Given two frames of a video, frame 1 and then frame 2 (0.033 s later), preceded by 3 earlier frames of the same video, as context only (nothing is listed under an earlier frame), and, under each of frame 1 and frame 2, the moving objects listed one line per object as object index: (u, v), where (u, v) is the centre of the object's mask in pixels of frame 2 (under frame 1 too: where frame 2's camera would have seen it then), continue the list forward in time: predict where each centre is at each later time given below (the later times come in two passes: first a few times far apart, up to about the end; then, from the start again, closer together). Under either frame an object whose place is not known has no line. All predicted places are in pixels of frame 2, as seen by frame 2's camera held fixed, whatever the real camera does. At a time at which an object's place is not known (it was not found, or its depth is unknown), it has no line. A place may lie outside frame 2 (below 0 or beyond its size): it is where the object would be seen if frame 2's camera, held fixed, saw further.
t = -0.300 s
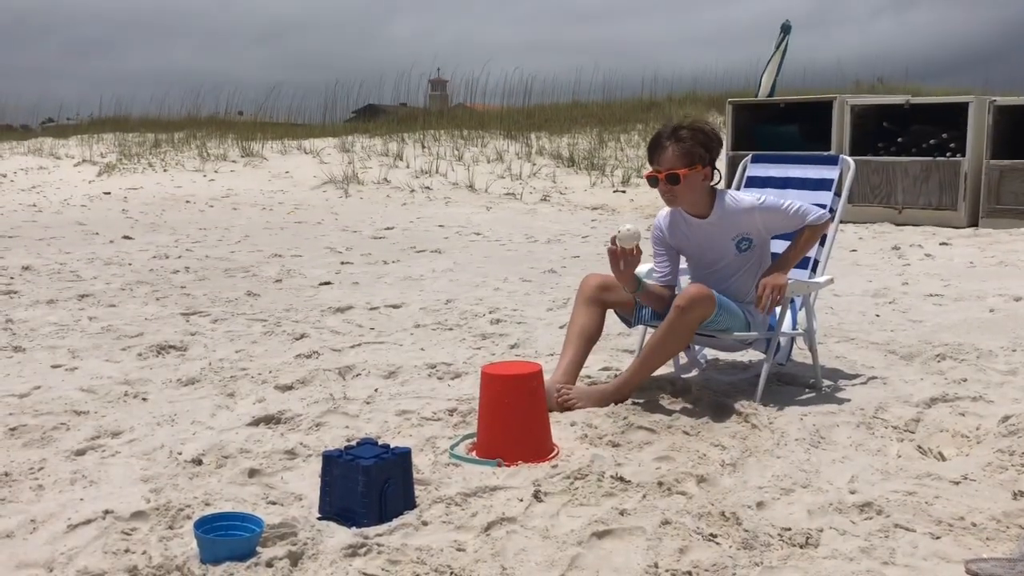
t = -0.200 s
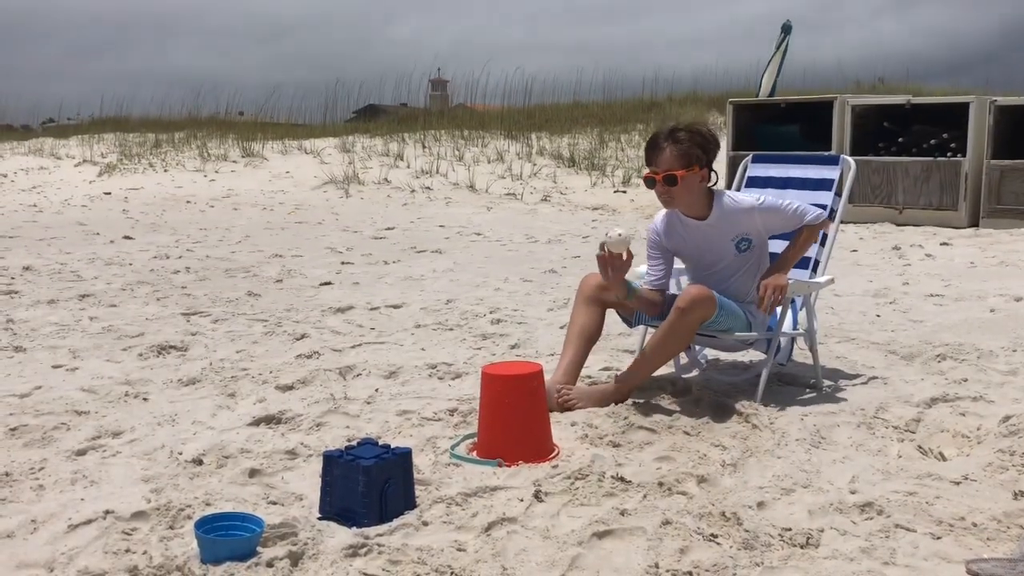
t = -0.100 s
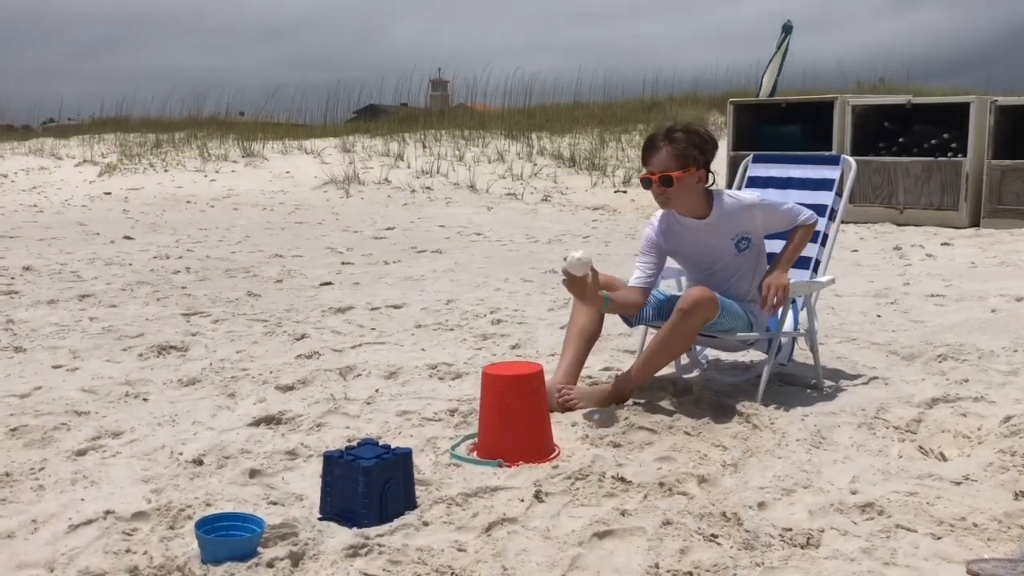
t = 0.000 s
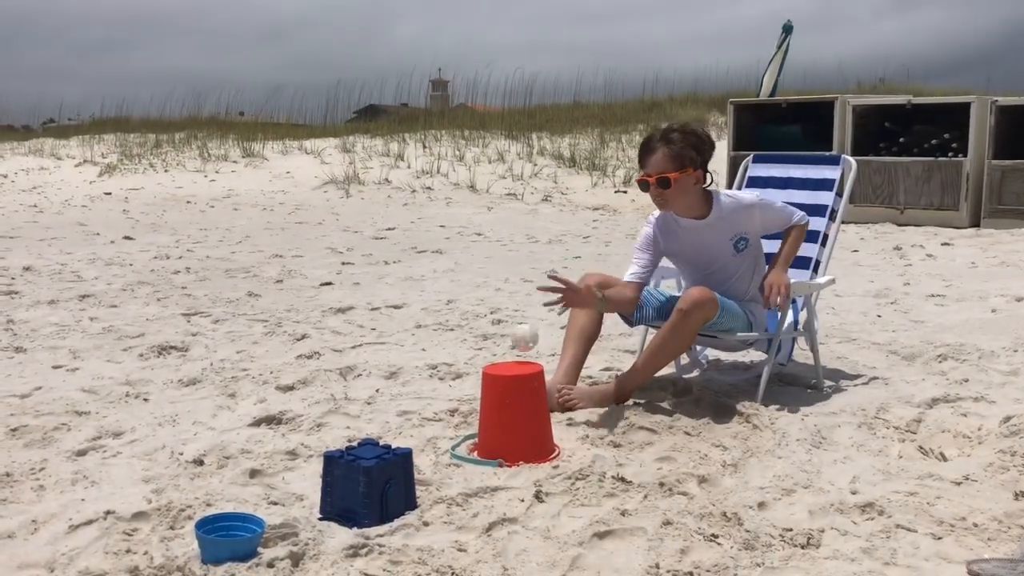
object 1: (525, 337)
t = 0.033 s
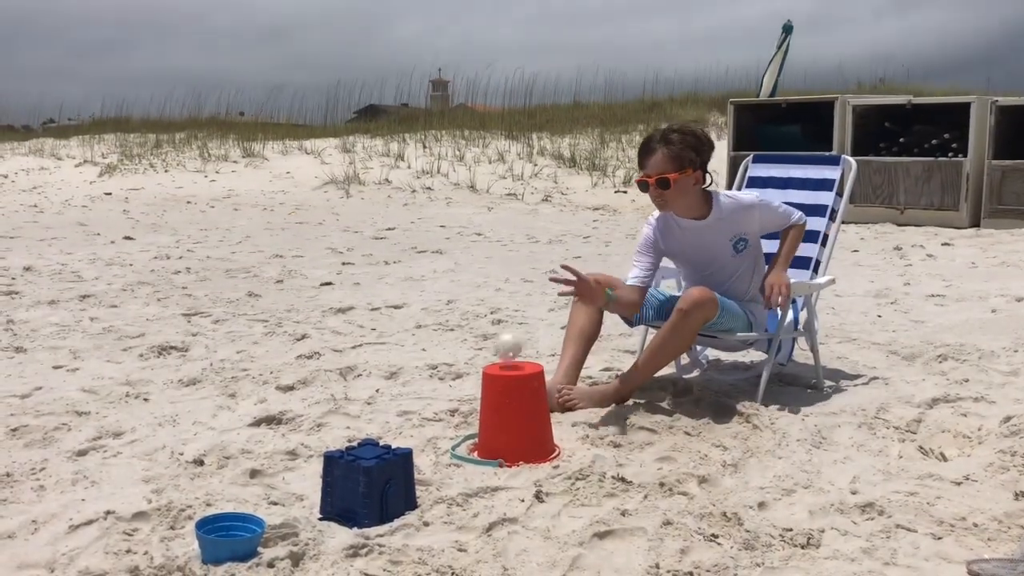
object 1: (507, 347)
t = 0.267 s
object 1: (401, 366)
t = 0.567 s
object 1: (285, 432)
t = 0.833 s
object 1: (220, 532)
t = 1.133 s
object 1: (231, 534)
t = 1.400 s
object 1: (234, 533)
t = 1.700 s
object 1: (234, 533)
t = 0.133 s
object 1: (462, 327)
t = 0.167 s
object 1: (446, 330)
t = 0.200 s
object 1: (431, 336)
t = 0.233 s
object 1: (416, 348)
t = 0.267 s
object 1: (401, 366)
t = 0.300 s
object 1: (386, 389)
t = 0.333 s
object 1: (372, 417)
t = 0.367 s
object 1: (357, 435)
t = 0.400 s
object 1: (345, 421)
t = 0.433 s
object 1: (330, 413)
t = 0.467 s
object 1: (318, 410)
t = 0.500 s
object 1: (307, 411)
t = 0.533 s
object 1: (295, 418)
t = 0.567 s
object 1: (285, 432)
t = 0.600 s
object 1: (274, 450)
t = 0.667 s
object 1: (261, 502)
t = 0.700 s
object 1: (252, 508)
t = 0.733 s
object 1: (243, 517)
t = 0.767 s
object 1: (236, 527)
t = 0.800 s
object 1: (226, 536)
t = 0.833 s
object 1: (220, 532)
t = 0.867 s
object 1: (221, 530)
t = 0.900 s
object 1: (223, 530)
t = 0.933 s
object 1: (227, 532)
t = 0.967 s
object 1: (229, 532)
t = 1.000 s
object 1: (229, 533)
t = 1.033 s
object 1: (229, 533)
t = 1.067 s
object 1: (229, 534)
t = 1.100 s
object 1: (231, 534)
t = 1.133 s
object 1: (231, 534)
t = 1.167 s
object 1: (231, 534)
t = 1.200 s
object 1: (232, 534)
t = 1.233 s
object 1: (233, 534)
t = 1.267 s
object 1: (233, 534)
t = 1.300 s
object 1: (234, 533)
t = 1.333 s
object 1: (234, 533)
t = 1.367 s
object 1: (234, 533)
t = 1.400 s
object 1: (234, 533)
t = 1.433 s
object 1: (234, 533)
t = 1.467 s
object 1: (234, 533)
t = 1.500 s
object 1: (234, 533)
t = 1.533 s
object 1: (234, 533)
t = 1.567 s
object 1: (234, 533)
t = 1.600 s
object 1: (234, 533)
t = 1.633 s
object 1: (234, 533)
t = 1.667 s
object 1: (234, 533)
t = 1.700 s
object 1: (234, 533)
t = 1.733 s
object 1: (235, 533)
